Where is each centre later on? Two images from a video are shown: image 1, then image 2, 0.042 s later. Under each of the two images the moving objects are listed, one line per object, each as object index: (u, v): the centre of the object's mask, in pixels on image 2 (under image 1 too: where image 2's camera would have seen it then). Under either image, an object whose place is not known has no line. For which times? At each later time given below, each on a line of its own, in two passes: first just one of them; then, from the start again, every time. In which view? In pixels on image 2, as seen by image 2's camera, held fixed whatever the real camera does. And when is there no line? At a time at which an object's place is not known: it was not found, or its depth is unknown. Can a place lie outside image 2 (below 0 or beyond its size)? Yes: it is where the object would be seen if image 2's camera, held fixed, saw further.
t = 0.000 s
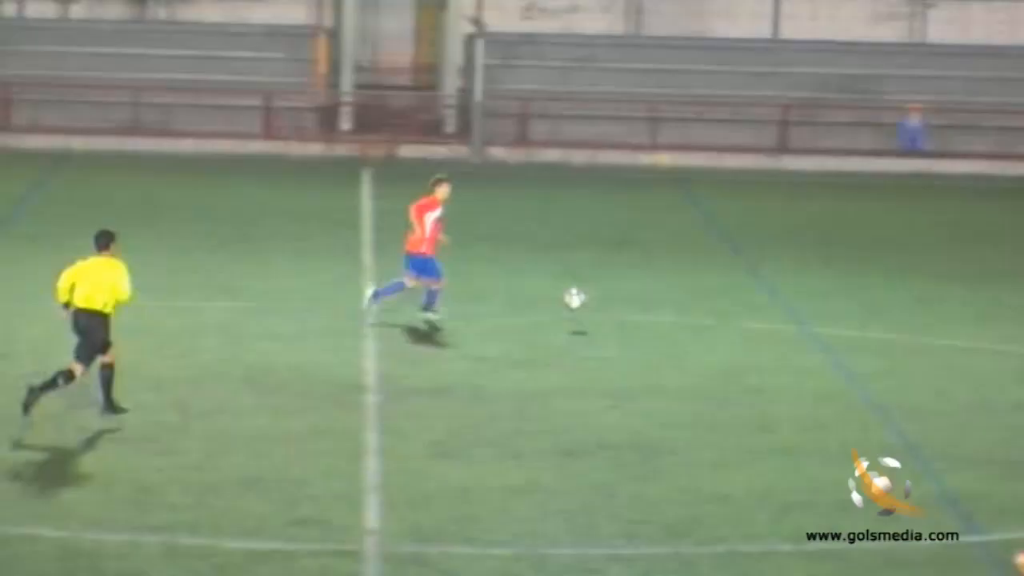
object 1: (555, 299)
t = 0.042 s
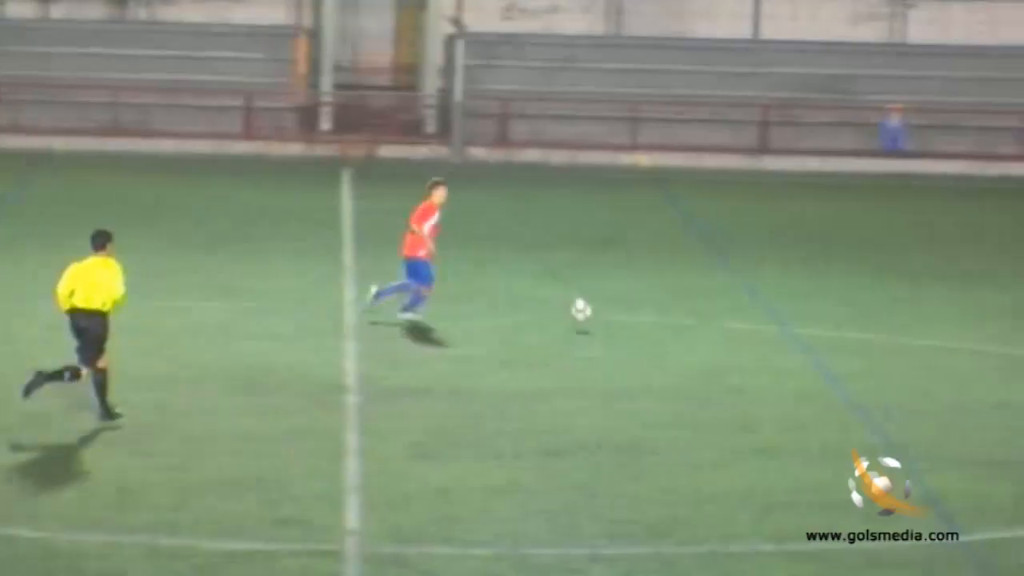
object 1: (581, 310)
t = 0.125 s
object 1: (625, 313)
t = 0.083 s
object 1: (605, 321)
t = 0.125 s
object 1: (625, 313)
